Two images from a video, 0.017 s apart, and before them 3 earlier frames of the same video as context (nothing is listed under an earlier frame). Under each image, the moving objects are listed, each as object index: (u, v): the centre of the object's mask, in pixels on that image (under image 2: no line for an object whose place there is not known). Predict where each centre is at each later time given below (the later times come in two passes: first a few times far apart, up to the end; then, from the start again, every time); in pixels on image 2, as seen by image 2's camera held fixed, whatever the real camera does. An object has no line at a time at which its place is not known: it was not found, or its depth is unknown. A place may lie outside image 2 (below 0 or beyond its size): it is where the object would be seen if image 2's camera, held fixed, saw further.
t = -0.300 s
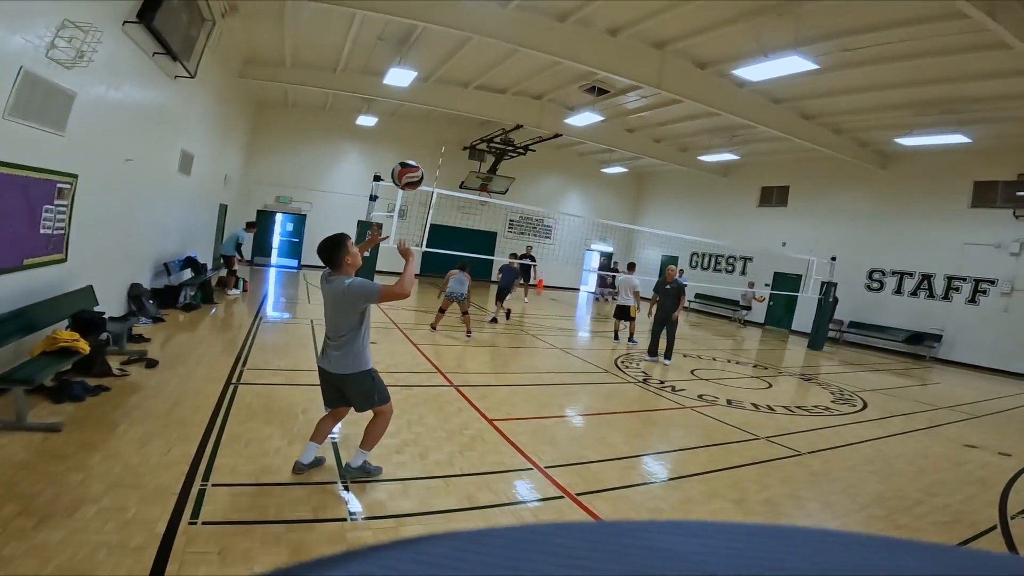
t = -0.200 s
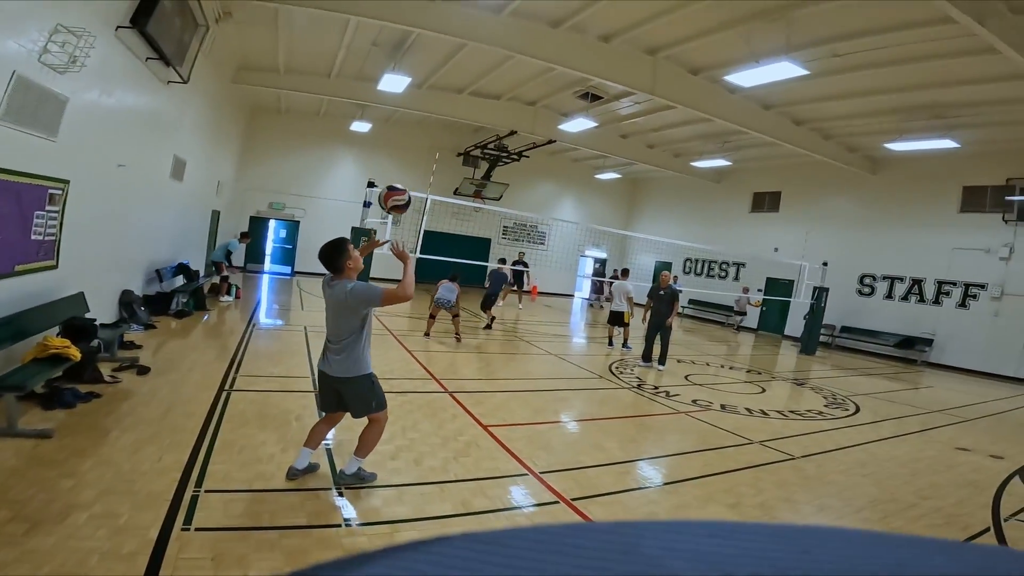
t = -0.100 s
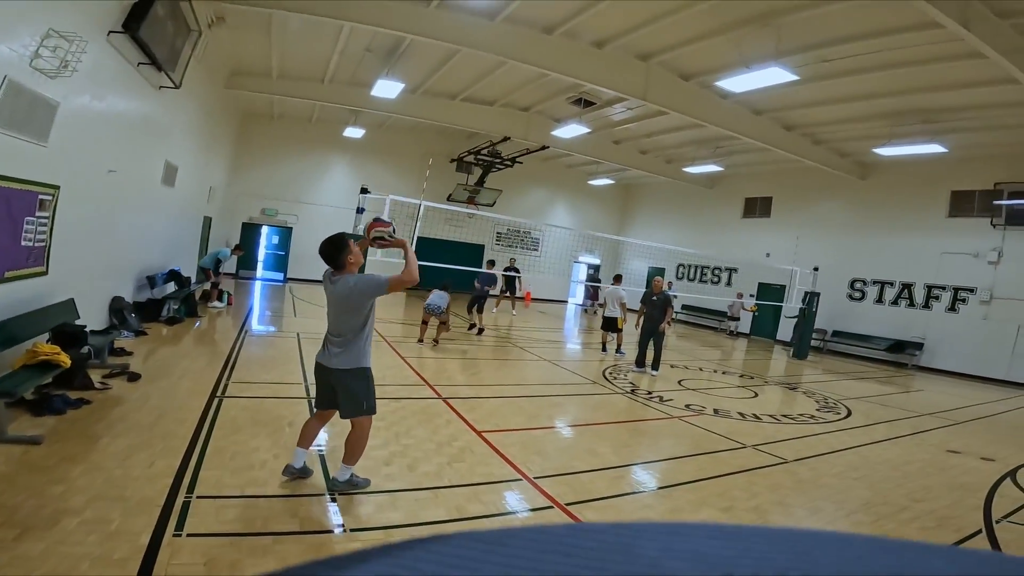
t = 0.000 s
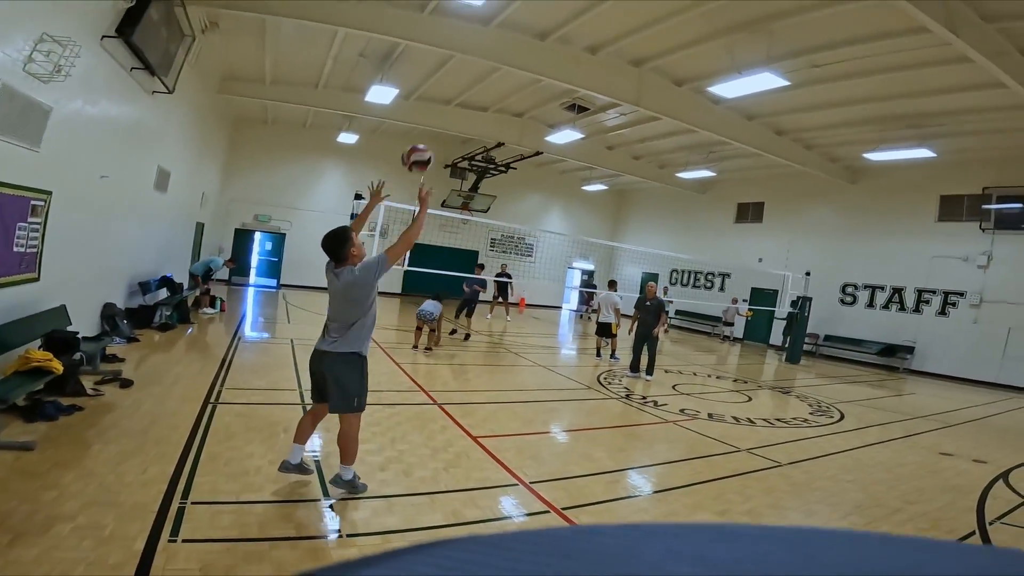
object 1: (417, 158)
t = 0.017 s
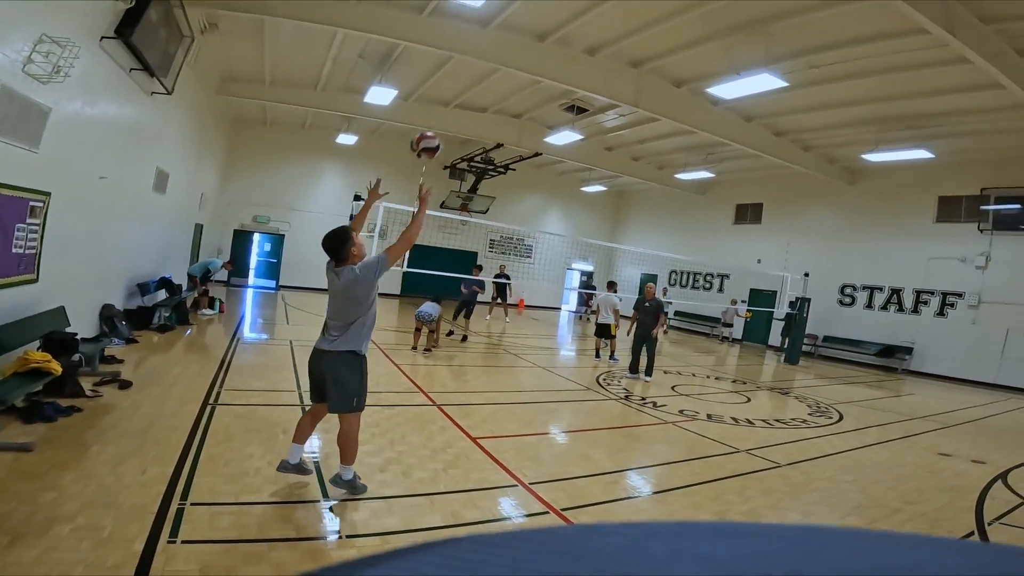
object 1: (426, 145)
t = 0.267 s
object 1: (523, 29)
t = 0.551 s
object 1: (575, 0)
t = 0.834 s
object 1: (604, 23)
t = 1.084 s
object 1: (619, 74)
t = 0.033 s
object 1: (434, 132)
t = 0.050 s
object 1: (443, 121)
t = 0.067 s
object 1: (451, 109)
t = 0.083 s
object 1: (459, 100)
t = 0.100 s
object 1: (467, 90)
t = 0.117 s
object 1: (474, 82)
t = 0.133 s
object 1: (480, 74)
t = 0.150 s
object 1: (487, 66)
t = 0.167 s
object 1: (492, 59)
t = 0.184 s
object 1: (498, 54)
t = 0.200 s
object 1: (504, 48)
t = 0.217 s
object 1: (509, 43)
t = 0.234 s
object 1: (514, 37)
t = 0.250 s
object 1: (518, 33)
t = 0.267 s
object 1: (523, 29)
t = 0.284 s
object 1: (527, 25)
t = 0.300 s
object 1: (531, 22)
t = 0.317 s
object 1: (535, 19)
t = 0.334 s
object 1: (538, 16)
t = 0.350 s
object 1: (542, 13)
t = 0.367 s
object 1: (545, 11)
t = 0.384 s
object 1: (548, 9)
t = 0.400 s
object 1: (552, 7)
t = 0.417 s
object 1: (555, 6)
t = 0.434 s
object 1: (557, 4)
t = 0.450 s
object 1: (560, 3)
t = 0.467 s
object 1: (563, 2)
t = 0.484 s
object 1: (566, 1)
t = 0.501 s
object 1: (568, 1)
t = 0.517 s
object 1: (570, 0)
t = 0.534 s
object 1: (573, 0)
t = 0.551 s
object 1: (575, 0)
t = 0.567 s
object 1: (577, 0)
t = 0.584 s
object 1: (579, 1)
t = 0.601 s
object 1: (581, 1)
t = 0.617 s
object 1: (584, 1)
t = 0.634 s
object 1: (585, 2)
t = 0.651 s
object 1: (587, 3)
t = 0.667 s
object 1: (589, 4)
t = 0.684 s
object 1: (591, 6)
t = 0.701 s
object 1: (593, 7)
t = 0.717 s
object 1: (595, 9)
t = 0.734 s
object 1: (596, 10)
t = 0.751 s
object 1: (598, 12)
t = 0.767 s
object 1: (599, 14)
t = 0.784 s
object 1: (601, 16)
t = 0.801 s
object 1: (602, 18)
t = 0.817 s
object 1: (603, 21)
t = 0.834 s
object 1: (604, 23)
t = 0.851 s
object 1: (606, 26)
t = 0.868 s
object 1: (607, 29)
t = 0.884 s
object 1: (608, 31)
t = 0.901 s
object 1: (610, 34)
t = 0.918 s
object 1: (610, 37)
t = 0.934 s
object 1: (611, 41)
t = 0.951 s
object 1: (612, 44)
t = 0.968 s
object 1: (613, 47)
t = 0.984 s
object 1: (614, 51)
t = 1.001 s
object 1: (615, 54)
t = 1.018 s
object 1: (616, 58)
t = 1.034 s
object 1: (617, 62)
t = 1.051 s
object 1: (618, 66)
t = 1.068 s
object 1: (618, 70)
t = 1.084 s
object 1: (619, 74)
